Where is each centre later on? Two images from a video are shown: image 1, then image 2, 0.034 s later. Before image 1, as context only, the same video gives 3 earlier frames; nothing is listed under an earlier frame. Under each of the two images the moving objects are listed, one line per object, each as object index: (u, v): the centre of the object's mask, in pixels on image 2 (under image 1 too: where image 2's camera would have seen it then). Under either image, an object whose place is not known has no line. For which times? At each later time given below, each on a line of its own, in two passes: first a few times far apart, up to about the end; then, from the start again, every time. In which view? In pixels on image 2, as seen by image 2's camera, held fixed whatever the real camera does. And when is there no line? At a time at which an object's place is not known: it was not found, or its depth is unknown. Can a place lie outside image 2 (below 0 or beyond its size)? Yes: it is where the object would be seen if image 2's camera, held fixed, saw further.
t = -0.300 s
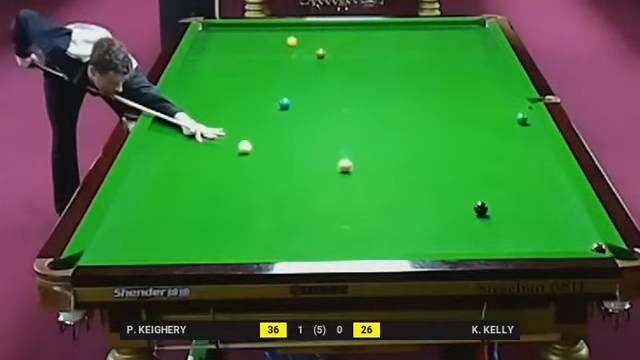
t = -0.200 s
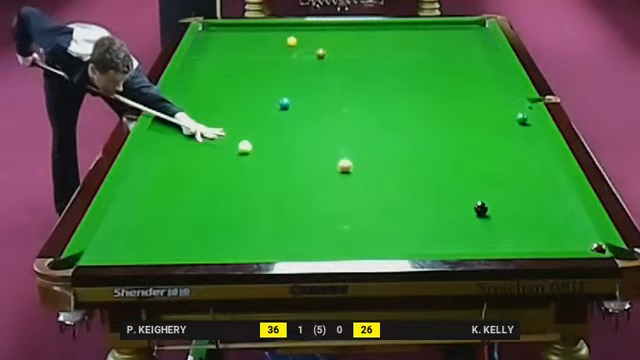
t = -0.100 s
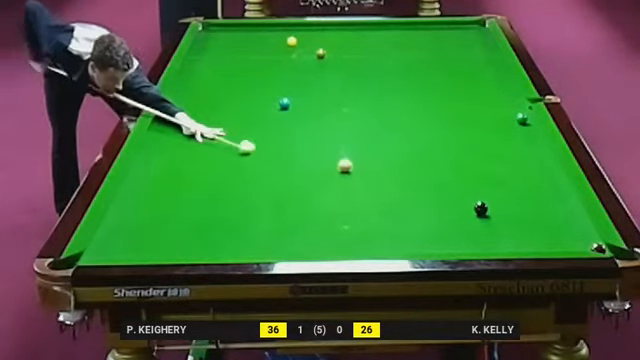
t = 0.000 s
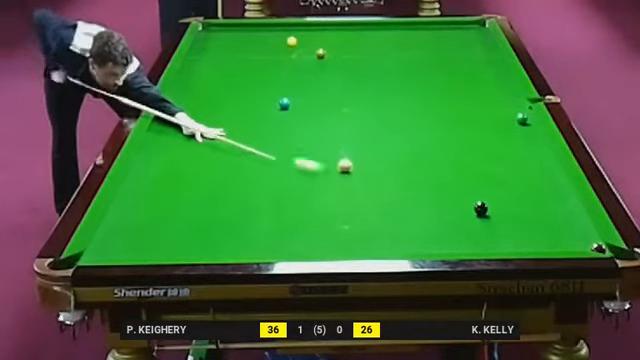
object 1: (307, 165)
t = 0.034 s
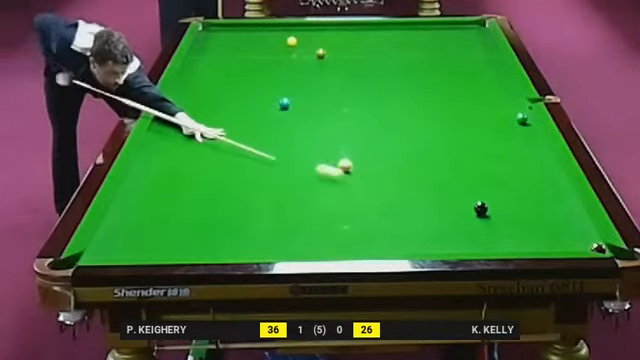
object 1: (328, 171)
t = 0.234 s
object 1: (466, 213)
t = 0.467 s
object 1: (573, 241)
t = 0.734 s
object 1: (552, 215)
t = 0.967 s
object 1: (535, 195)
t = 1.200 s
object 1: (519, 176)
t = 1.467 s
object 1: (504, 158)
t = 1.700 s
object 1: (492, 144)
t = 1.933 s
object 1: (480, 131)
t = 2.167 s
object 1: (470, 120)
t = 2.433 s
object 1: (460, 108)
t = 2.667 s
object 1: (451, 99)
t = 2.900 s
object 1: (443, 90)
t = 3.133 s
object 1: (436, 82)
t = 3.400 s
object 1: (429, 74)
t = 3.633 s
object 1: (423, 68)
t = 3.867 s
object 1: (418, 62)
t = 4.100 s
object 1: (412, 57)
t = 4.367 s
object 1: (407, 52)
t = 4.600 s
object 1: (403, 47)
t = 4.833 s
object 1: (399, 44)
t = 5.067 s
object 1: (396, 40)
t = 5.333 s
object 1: (392, 37)
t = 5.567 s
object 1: (390, 34)
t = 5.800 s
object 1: (387, 31)
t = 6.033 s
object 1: (385, 30)
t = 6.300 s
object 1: (382, 26)
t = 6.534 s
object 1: (381, 26)
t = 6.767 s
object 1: (379, 24)
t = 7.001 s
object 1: (378, 23)
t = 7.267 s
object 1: (378, 24)
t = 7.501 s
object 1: (377, 25)
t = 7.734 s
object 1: (377, 25)
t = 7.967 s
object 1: (377, 25)
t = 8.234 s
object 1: (377, 25)
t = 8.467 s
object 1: (377, 25)
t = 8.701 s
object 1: (378, 25)
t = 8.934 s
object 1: (377, 25)
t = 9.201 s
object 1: (377, 25)
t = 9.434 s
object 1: (378, 25)
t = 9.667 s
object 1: (377, 25)
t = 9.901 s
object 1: (377, 25)
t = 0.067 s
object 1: (352, 179)
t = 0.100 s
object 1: (375, 185)
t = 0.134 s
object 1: (398, 192)
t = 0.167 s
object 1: (421, 199)
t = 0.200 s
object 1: (444, 206)
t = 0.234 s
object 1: (466, 213)
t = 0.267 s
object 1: (491, 220)
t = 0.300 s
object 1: (514, 227)
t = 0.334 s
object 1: (537, 234)
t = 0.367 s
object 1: (560, 240)
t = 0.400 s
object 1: (579, 246)
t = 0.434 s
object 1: (577, 244)
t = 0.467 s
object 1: (573, 241)
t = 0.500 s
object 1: (570, 238)
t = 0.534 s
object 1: (567, 235)
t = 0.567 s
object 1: (565, 231)
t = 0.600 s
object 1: (562, 228)
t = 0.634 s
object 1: (559, 225)
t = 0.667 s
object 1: (557, 222)
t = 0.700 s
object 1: (554, 218)
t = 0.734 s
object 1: (552, 215)
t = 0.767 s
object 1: (549, 212)
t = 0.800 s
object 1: (546, 209)
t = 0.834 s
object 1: (544, 206)
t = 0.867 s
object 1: (541, 203)
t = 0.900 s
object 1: (539, 200)
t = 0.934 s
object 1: (537, 197)
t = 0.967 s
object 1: (535, 195)
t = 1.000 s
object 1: (532, 192)
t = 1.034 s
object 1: (530, 189)
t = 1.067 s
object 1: (528, 186)
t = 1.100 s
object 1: (526, 183)
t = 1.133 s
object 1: (523, 181)
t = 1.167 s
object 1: (521, 178)
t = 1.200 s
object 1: (519, 176)
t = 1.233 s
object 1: (517, 174)
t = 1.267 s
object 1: (515, 172)
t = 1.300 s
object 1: (513, 169)
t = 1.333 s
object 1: (511, 167)
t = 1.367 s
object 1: (509, 165)
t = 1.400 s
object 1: (507, 162)
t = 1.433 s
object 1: (505, 160)
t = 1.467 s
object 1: (504, 158)
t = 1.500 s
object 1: (502, 156)
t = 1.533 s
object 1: (500, 154)
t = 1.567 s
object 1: (499, 152)
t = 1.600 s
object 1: (497, 149)
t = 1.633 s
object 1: (495, 148)
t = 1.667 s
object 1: (493, 146)
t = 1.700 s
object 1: (492, 144)
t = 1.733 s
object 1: (490, 142)
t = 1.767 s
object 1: (488, 140)
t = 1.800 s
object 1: (487, 138)
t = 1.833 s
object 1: (485, 136)
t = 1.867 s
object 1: (483, 134)
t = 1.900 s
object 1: (482, 132)
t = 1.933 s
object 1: (480, 131)
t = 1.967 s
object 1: (479, 129)
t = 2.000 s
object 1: (478, 128)
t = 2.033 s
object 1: (476, 126)
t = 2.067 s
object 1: (475, 124)
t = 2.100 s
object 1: (473, 122)
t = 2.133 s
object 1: (472, 121)
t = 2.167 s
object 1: (470, 120)
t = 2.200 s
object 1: (469, 118)
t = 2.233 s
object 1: (468, 116)
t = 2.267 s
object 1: (466, 115)
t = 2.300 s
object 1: (465, 113)
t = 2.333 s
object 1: (464, 112)
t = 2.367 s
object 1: (462, 111)
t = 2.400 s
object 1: (461, 109)
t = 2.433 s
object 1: (460, 108)
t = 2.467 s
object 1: (459, 107)
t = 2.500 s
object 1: (457, 105)
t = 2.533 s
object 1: (456, 104)
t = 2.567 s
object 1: (455, 102)
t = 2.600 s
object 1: (454, 101)
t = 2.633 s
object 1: (453, 100)
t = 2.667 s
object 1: (451, 99)
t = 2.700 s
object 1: (450, 97)
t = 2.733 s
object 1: (449, 96)
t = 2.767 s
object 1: (448, 95)
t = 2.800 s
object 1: (447, 94)
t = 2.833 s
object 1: (446, 92)
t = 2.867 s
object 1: (444, 91)
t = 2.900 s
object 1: (443, 90)
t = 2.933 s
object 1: (443, 89)
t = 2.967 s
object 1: (442, 88)
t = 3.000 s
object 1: (440, 87)
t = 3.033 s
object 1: (439, 86)
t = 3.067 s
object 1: (438, 84)
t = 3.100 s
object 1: (437, 83)
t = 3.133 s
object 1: (436, 82)
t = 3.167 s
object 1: (435, 81)
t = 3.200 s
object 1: (435, 80)
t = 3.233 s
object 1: (433, 79)
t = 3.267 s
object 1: (433, 78)
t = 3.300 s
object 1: (432, 77)
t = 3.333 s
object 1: (431, 76)
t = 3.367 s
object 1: (430, 75)
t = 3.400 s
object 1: (429, 74)
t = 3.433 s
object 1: (428, 73)
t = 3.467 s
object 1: (427, 72)
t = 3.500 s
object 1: (426, 72)
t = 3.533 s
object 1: (426, 70)
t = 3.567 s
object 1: (425, 70)
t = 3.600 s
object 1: (424, 69)
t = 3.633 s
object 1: (423, 68)
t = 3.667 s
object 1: (422, 67)
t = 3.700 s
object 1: (421, 66)
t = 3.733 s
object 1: (421, 66)
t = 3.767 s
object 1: (420, 65)
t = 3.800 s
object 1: (419, 64)
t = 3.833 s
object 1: (418, 63)
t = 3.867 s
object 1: (418, 62)
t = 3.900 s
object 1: (417, 62)
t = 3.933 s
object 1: (416, 60)
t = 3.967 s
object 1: (415, 60)
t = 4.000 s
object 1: (414, 59)
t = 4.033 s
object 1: (414, 59)
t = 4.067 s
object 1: (413, 58)
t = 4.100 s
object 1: (412, 57)
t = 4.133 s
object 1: (412, 56)
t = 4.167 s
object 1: (411, 56)
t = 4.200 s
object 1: (411, 55)
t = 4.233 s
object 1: (410, 54)
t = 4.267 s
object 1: (409, 53)
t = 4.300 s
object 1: (409, 53)
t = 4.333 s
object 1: (408, 52)
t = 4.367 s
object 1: (407, 52)
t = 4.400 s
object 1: (407, 51)
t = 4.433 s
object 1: (407, 51)
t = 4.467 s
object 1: (406, 50)
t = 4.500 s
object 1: (405, 49)
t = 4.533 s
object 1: (404, 49)
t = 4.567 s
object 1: (404, 48)
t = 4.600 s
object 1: (403, 47)
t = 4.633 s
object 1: (402, 47)
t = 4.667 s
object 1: (402, 46)
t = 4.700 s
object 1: (401, 45)
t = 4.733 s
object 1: (401, 45)
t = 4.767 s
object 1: (400, 44)
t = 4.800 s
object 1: (400, 44)
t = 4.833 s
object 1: (399, 44)
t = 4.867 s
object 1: (399, 43)
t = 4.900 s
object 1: (399, 43)
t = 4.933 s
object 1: (398, 42)
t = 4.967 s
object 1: (397, 42)
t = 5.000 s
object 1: (397, 41)
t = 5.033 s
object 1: (396, 40)
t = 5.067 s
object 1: (396, 40)
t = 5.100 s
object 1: (395, 40)
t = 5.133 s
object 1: (395, 39)
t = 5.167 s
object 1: (395, 39)
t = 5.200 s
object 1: (394, 38)
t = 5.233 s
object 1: (394, 38)
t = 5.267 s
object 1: (394, 38)
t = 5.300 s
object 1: (393, 37)
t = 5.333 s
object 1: (392, 37)
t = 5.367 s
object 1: (392, 36)
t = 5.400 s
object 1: (391, 36)
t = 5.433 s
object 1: (391, 36)
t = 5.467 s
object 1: (390, 35)
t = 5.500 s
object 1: (390, 35)
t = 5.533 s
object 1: (390, 34)
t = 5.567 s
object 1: (390, 34)
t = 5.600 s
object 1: (389, 33)
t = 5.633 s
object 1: (389, 33)
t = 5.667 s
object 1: (388, 33)
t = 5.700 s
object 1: (388, 32)
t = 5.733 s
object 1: (388, 31)
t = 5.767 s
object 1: (387, 31)
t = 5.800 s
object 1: (387, 31)
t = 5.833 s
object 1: (387, 31)
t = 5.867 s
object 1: (386, 30)
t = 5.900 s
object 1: (386, 30)
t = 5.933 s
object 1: (385, 30)
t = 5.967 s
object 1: (385, 30)
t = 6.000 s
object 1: (385, 30)
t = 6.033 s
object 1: (385, 30)
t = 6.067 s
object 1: (384, 29)
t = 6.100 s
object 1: (384, 29)
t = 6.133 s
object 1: (384, 28)
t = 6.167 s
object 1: (383, 27)
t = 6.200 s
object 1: (383, 28)
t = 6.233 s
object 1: (383, 27)
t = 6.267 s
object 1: (383, 27)
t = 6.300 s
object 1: (382, 26)
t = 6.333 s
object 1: (382, 26)
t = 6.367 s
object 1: (382, 26)
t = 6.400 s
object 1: (382, 26)
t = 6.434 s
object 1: (381, 26)
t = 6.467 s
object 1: (381, 25)
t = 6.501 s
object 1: (381, 26)
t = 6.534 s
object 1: (381, 26)
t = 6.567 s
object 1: (380, 25)
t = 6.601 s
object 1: (380, 25)
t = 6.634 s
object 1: (380, 25)
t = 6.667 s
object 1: (380, 25)
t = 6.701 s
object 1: (380, 25)
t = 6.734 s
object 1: (380, 25)
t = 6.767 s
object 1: (379, 24)
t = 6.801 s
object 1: (379, 23)
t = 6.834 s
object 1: (379, 23)
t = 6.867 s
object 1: (378, 23)
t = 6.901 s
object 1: (378, 23)
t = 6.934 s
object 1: (378, 23)
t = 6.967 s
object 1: (378, 23)
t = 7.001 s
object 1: (378, 23)
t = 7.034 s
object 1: (378, 23)
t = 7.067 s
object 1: (378, 24)
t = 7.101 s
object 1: (378, 23)
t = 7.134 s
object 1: (378, 24)
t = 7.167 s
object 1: (378, 24)
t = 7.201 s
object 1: (378, 24)
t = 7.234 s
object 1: (378, 24)
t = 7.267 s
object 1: (378, 24)
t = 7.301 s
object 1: (378, 24)
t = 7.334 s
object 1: (378, 24)
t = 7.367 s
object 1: (378, 24)
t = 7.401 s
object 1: (378, 24)
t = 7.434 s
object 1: (378, 24)
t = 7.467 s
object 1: (377, 24)
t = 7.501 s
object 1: (377, 25)
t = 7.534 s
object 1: (377, 25)
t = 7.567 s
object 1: (377, 24)
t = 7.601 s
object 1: (378, 25)
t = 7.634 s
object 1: (377, 25)
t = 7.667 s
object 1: (377, 25)
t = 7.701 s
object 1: (377, 25)
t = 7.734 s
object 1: (377, 25)
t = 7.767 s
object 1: (377, 25)
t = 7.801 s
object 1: (377, 25)
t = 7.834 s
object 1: (377, 25)
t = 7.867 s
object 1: (377, 25)
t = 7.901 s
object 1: (377, 25)
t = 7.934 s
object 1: (377, 25)
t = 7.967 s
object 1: (377, 25)
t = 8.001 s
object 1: (377, 25)
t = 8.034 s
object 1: (377, 25)
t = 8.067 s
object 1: (377, 25)
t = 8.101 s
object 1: (377, 25)
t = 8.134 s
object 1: (377, 25)
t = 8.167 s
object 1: (377, 25)
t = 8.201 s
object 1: (377, 25)
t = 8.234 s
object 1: (377, 25)
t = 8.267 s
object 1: (377, 25)
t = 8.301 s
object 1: (377, 25)
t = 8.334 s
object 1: (377, 25)
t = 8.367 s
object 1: (377, 25)
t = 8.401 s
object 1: (377, 25)
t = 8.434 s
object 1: (377, 25)
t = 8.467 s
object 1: (377, 25)
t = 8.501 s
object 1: (377, 25)
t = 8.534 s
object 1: (377, 25)
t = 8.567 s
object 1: (377, 25)
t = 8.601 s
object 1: (377, 25)
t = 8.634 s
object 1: (377, 25)
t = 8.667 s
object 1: (378, 25)
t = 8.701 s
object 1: (378, 25)
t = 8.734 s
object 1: (377, 25)
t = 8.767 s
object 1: (377, 25)
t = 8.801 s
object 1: (377, 25)
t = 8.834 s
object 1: (377, 25)
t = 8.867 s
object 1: (377, 25)
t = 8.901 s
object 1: (377, 25)
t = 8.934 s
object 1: (377, 25)
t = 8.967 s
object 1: (377, 25)
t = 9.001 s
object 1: (377, 25)
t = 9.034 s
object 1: (377, 25)
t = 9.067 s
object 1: (377, 25)
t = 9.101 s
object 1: (377, 25)
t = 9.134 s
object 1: (377, 25)
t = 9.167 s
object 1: (377, 25)
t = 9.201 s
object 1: (377, 25)
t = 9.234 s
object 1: (377, 25)
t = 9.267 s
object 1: (377, 25)
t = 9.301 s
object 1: (377, 25)
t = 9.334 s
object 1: (377, 25)
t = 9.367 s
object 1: (377, 25)
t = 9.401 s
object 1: (377, 25)
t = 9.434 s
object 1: (378, 25)
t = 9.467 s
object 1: (378, 25)
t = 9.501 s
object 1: (377, 25)
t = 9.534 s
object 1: (377, 25)
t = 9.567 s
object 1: (378, 25)
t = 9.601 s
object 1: (378, 25)
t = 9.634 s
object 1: (377, 25)
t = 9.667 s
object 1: (377, 25)
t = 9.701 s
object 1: (377, 25)
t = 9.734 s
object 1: (377, 25)
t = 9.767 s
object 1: (377, 25)
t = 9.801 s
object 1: (377, 25)
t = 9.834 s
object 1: (377, 25)
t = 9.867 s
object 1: (377, 25)
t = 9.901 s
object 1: (377, 25)
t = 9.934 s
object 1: (377, 25)
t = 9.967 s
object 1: (377, 25)
